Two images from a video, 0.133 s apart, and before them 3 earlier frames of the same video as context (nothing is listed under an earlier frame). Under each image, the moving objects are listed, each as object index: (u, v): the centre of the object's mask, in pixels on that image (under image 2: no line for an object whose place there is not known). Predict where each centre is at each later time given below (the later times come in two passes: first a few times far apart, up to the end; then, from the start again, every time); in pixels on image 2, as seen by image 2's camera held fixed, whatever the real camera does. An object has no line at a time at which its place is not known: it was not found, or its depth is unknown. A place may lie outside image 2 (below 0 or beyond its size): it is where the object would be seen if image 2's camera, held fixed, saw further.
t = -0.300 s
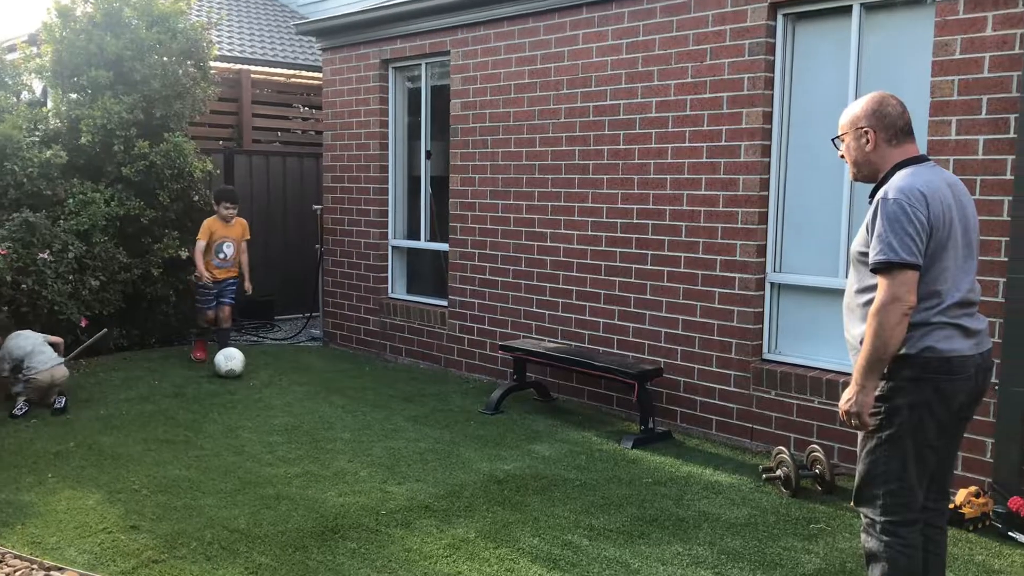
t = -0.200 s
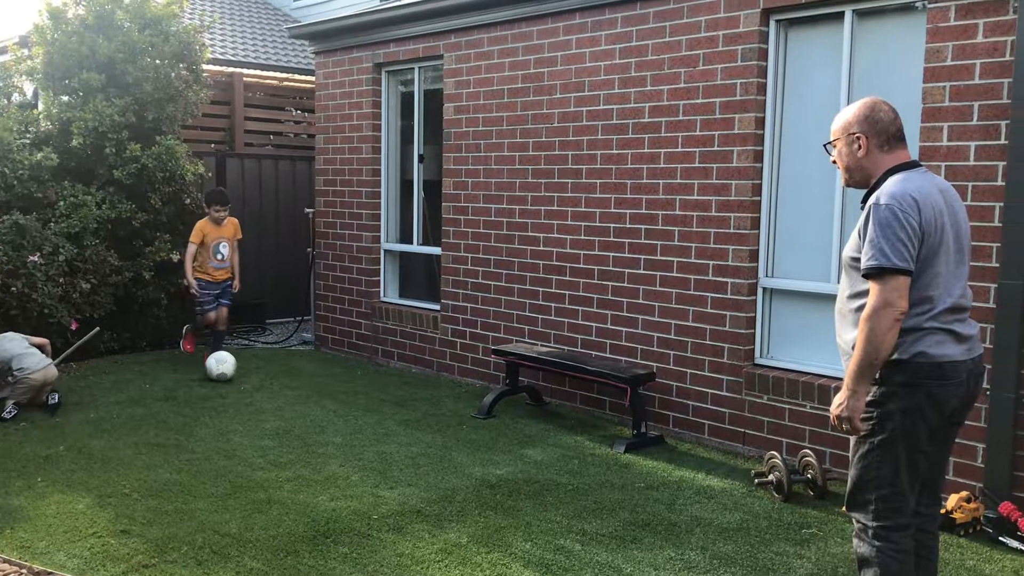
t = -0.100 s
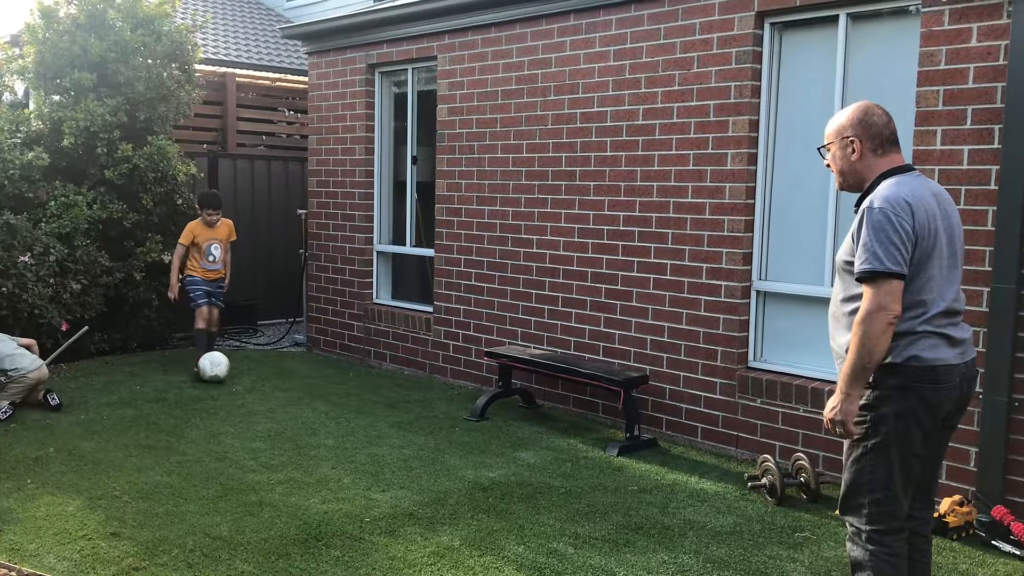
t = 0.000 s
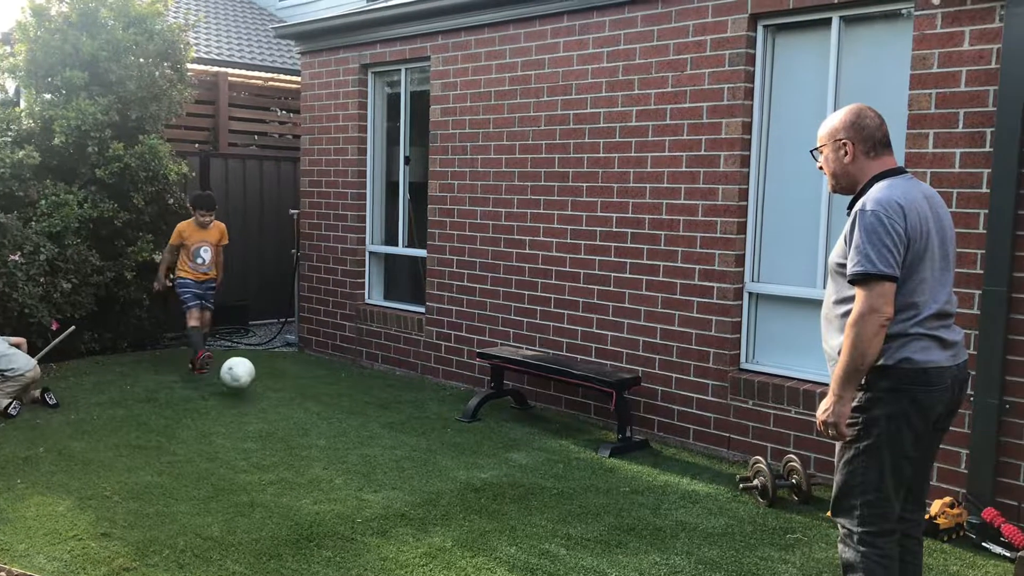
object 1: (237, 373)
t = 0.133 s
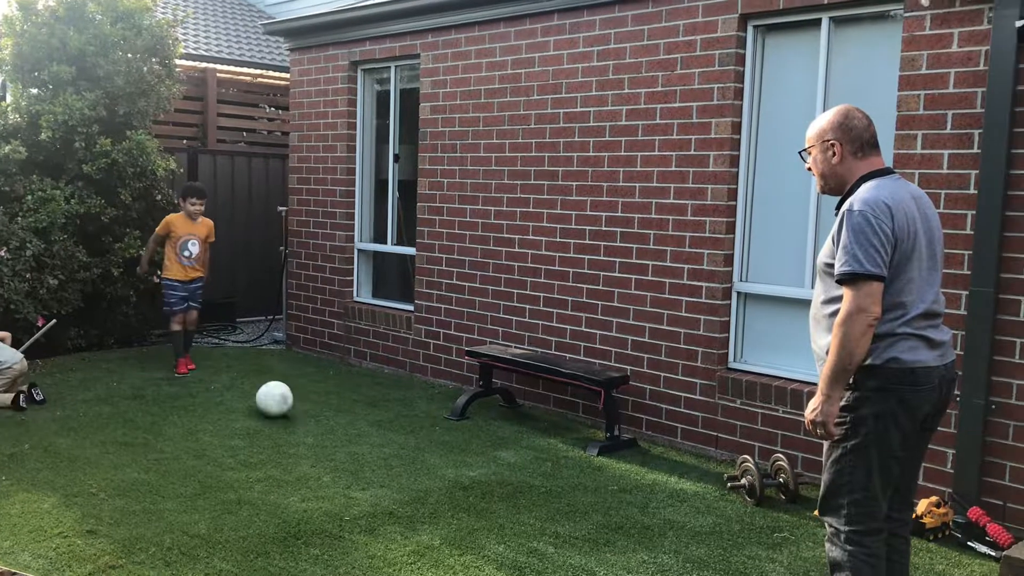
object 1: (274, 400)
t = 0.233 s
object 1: (308, 408)
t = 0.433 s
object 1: (376, 441)
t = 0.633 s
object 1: (446, 468)
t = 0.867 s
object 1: (539, 511)
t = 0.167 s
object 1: (285, 401)
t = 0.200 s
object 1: (297, 403)
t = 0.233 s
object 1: (308, 408)
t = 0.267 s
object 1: (320, 416)
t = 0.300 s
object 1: (332, 425)
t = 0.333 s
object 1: (343, 427)
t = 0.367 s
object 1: (353, 429)
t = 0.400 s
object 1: (365, 434)
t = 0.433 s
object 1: (376, 441)
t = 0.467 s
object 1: (387, 447)
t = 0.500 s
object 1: (399, 450)
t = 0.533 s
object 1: (411, 455)
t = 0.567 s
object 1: (423, 462)
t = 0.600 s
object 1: (435, 466)
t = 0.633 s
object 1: (446, 468)
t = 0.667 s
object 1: (459, 473)
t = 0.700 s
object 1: (472, 480)
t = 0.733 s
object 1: (485, 490)
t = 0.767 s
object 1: (498, 495)
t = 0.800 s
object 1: (512, 499)
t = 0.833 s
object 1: (525, 504)
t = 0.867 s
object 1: (539, 511)
